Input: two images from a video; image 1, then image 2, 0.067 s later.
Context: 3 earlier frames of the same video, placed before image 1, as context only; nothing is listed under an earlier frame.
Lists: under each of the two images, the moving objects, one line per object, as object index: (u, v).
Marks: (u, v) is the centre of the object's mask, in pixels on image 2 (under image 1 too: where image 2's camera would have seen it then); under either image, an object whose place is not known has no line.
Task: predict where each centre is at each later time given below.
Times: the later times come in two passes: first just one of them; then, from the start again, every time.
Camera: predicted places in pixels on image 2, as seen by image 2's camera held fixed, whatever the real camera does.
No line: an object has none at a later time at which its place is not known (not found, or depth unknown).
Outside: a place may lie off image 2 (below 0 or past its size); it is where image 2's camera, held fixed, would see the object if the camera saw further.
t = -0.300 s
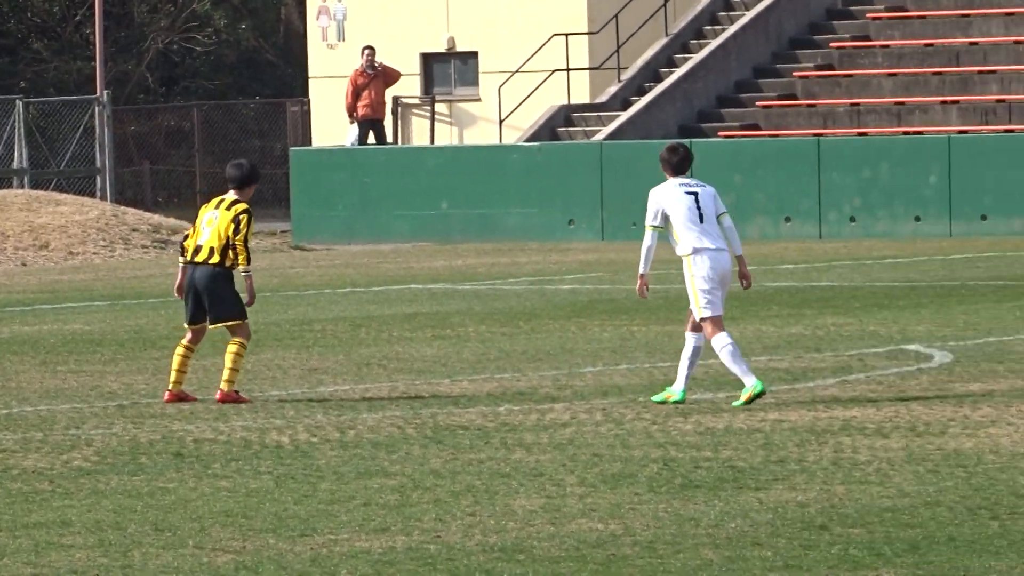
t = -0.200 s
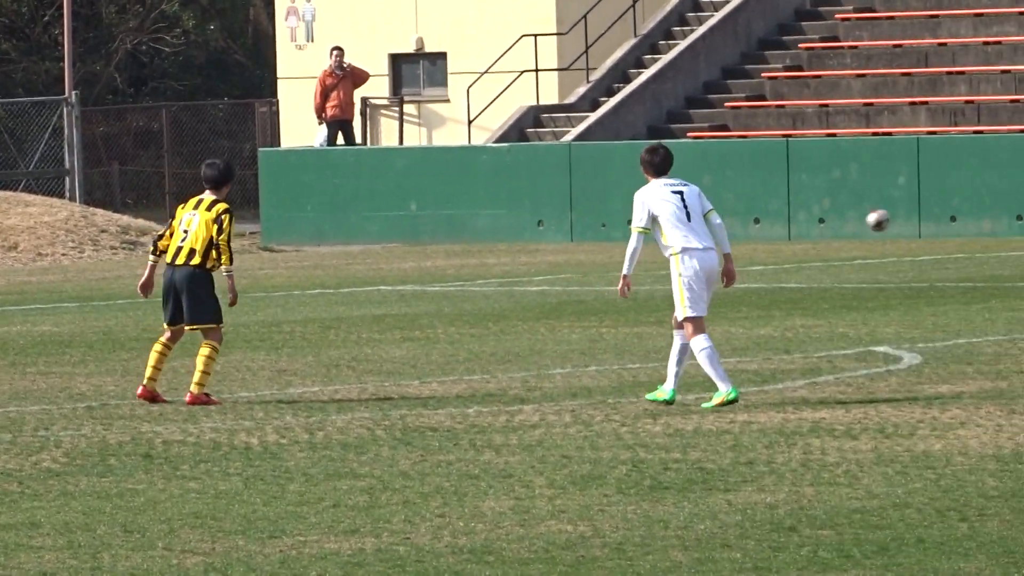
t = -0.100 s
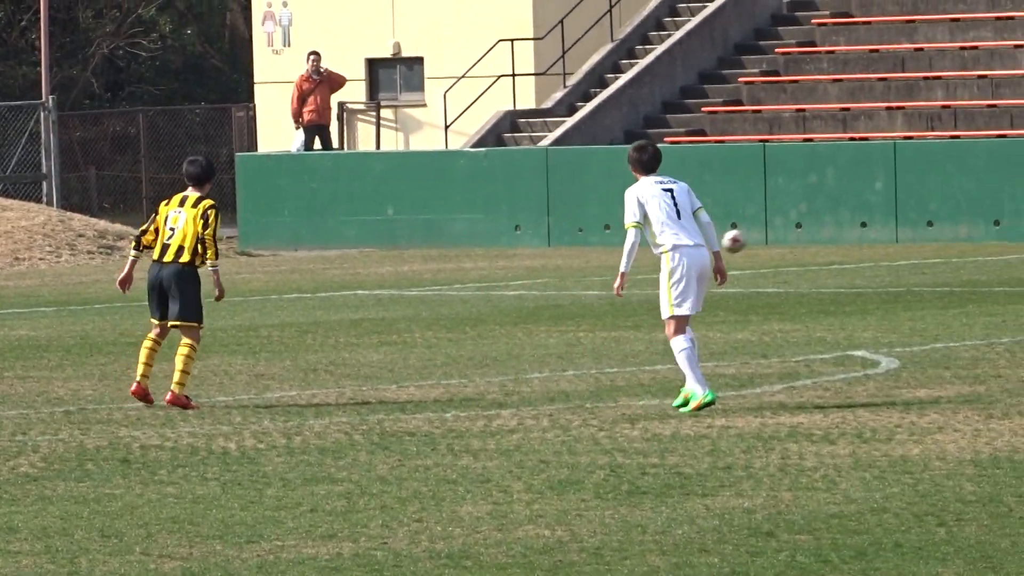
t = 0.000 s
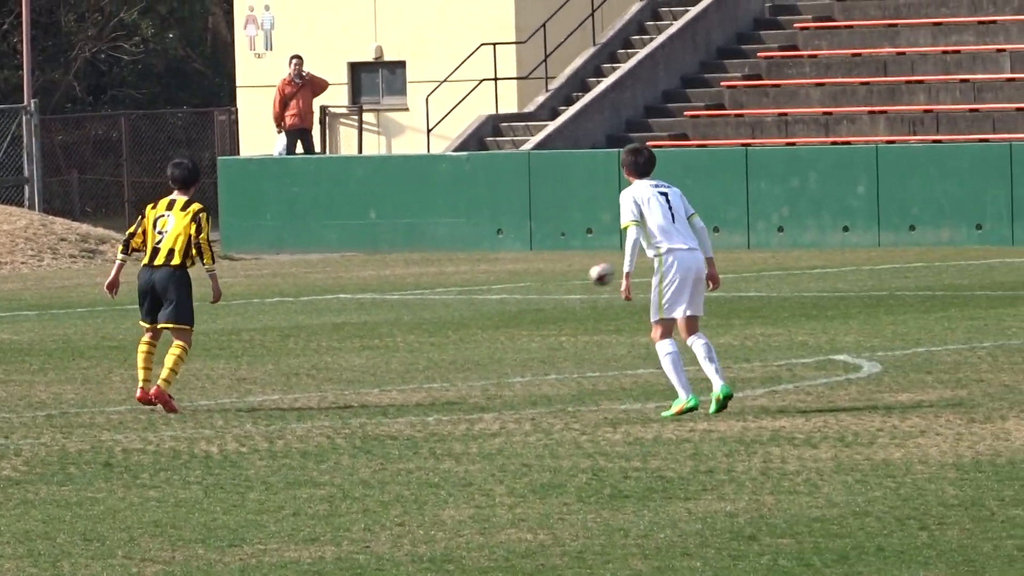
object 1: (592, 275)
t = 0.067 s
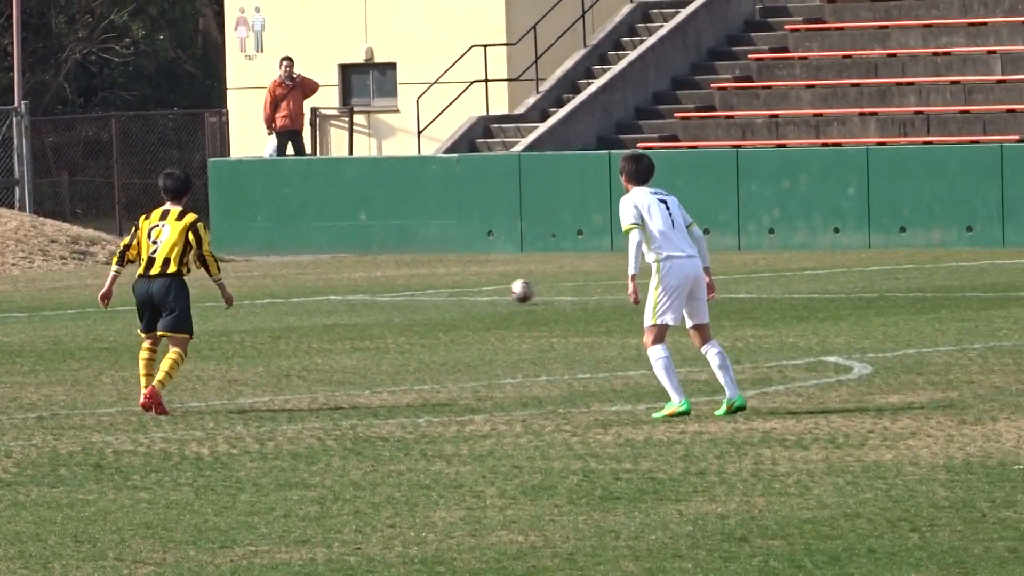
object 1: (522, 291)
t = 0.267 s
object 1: (331, 281)
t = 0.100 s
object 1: (488, 285)
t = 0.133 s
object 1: (455, 281)
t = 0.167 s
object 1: (423, 278)
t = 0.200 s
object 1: (392, 278)
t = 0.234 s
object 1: (362, 277)
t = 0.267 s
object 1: (331, 281)
